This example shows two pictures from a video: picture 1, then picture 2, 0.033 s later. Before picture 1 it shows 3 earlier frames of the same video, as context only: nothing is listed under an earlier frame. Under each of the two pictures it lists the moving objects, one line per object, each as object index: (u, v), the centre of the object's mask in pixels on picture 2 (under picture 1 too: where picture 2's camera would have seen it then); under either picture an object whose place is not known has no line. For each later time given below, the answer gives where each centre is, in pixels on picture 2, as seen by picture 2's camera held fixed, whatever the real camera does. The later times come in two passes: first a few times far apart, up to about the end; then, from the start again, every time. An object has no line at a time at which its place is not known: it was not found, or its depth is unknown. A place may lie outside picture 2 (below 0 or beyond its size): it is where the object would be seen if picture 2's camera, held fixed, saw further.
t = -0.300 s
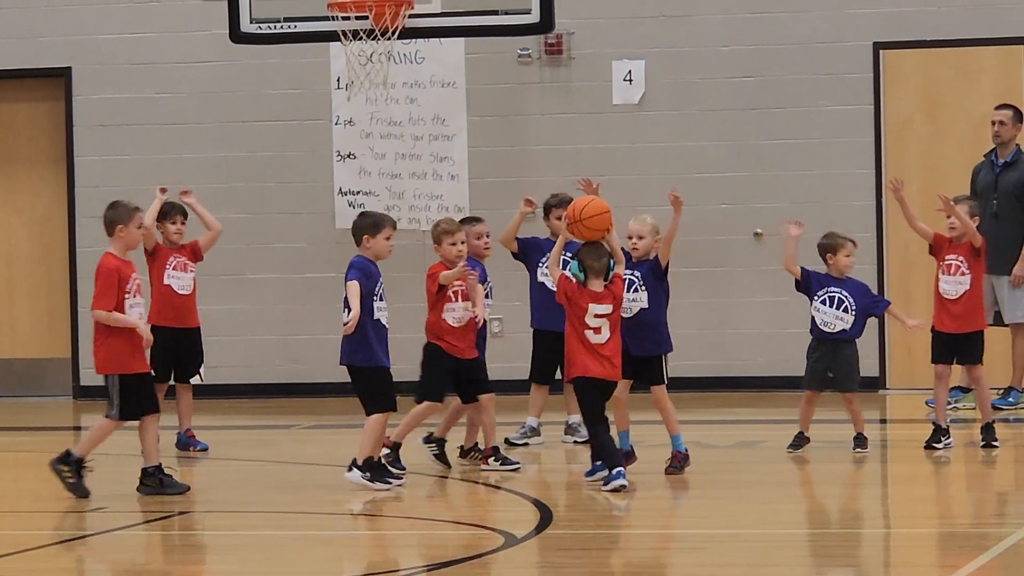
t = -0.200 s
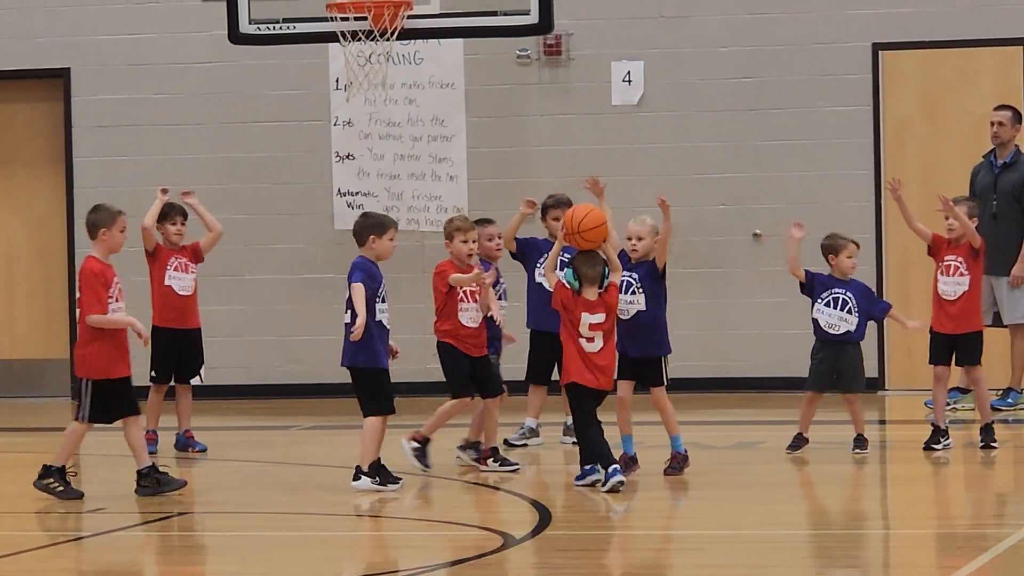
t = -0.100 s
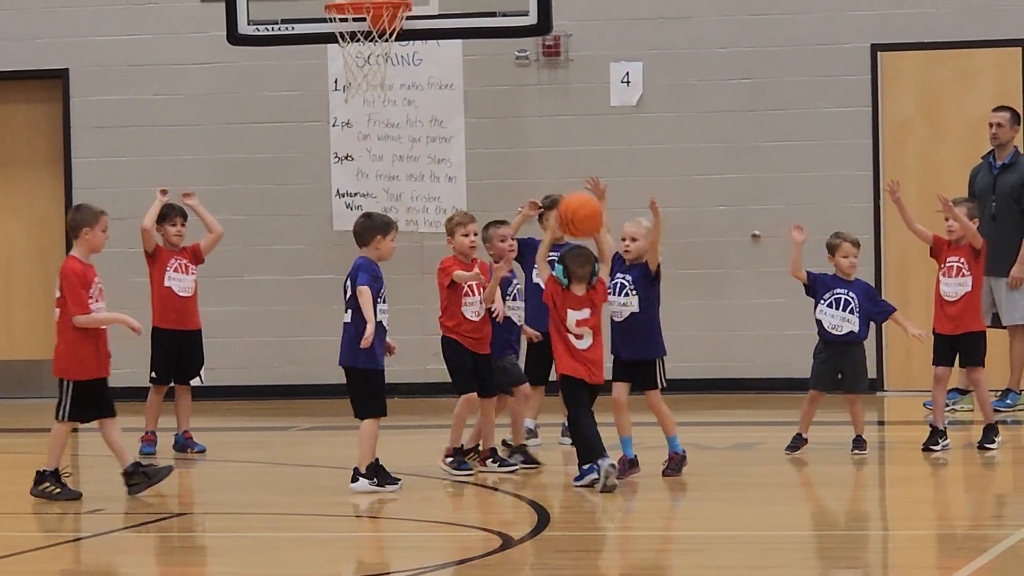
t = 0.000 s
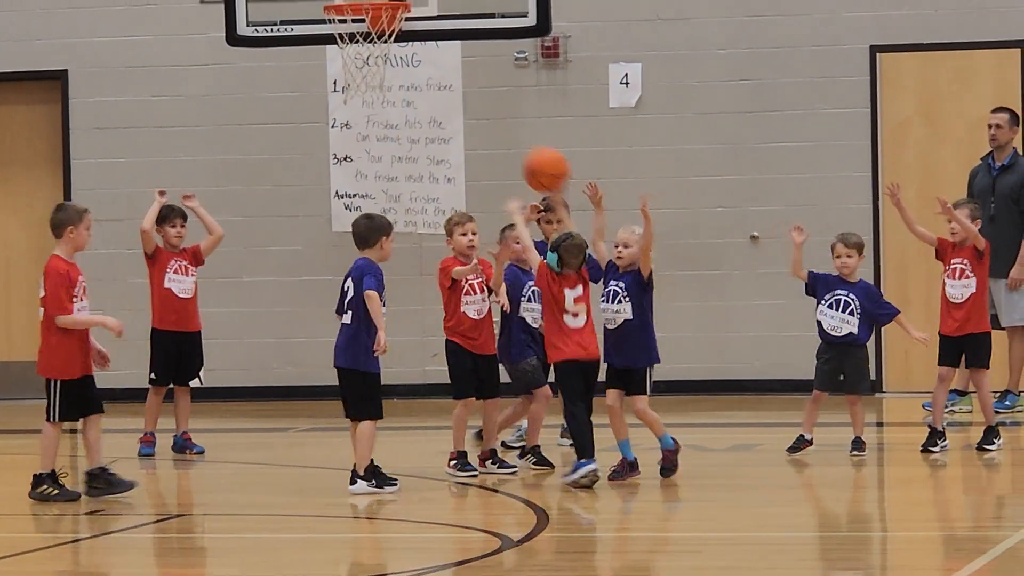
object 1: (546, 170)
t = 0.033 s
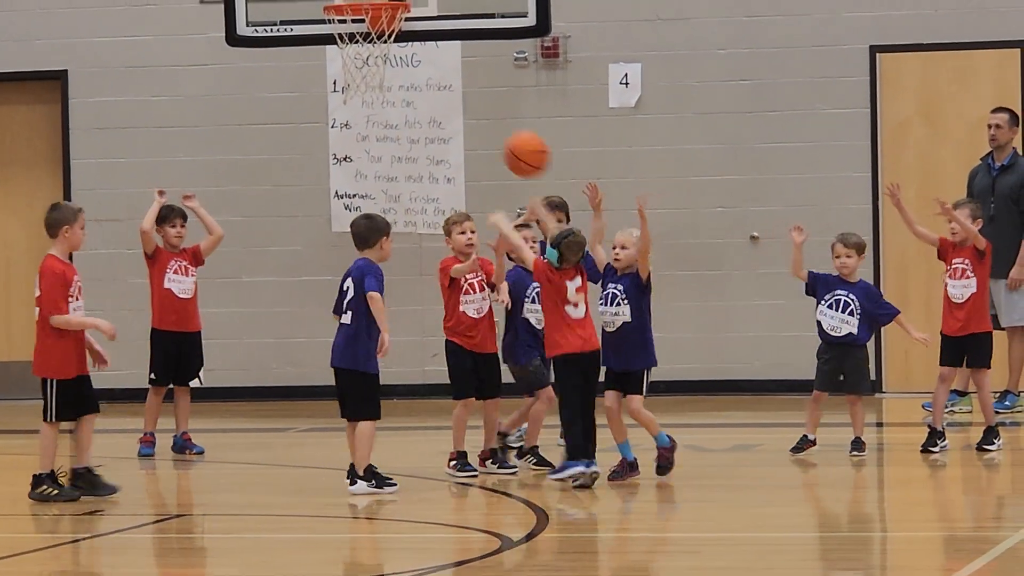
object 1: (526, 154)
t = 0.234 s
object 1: (417, 111)
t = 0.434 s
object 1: (320, 153)
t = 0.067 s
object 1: (507, 141)
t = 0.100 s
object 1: (488, 130)
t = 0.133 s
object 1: (470, 122)
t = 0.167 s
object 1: (452, 116)
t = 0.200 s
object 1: (434, 112)
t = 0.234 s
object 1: (417, 111)
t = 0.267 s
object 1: (400, 112)
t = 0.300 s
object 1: (384, 116)
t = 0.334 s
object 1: (368, 122)
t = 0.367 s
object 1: (352, 130)
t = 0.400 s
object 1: (336, 141)
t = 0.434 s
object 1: (320, 153)
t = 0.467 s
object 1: (305, 166)
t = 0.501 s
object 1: (290, 182)
